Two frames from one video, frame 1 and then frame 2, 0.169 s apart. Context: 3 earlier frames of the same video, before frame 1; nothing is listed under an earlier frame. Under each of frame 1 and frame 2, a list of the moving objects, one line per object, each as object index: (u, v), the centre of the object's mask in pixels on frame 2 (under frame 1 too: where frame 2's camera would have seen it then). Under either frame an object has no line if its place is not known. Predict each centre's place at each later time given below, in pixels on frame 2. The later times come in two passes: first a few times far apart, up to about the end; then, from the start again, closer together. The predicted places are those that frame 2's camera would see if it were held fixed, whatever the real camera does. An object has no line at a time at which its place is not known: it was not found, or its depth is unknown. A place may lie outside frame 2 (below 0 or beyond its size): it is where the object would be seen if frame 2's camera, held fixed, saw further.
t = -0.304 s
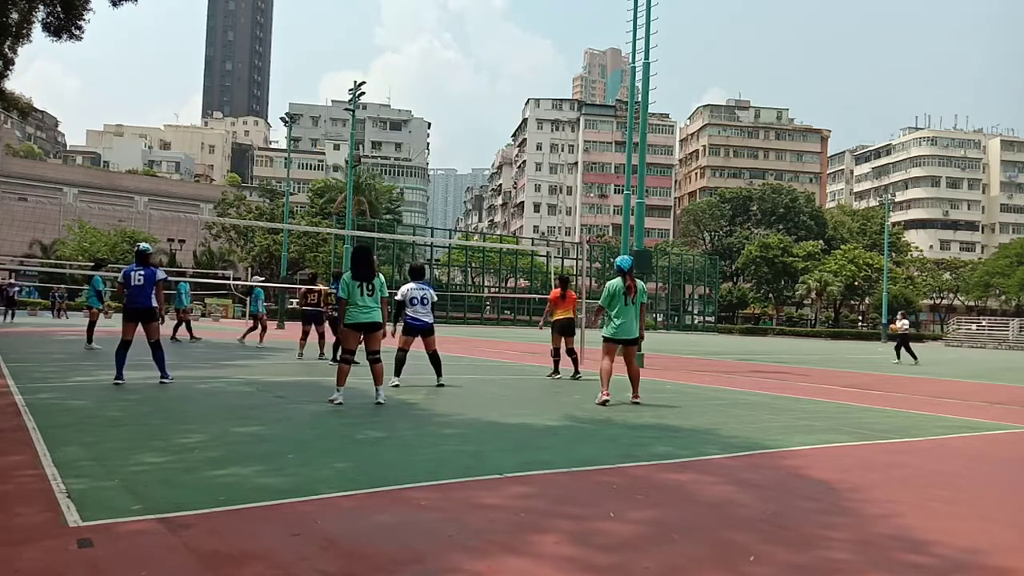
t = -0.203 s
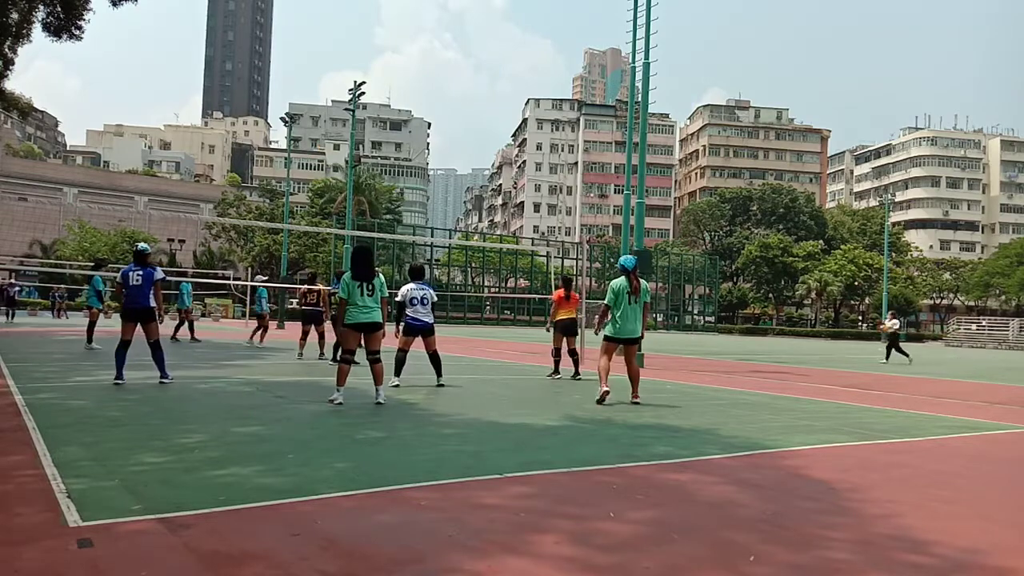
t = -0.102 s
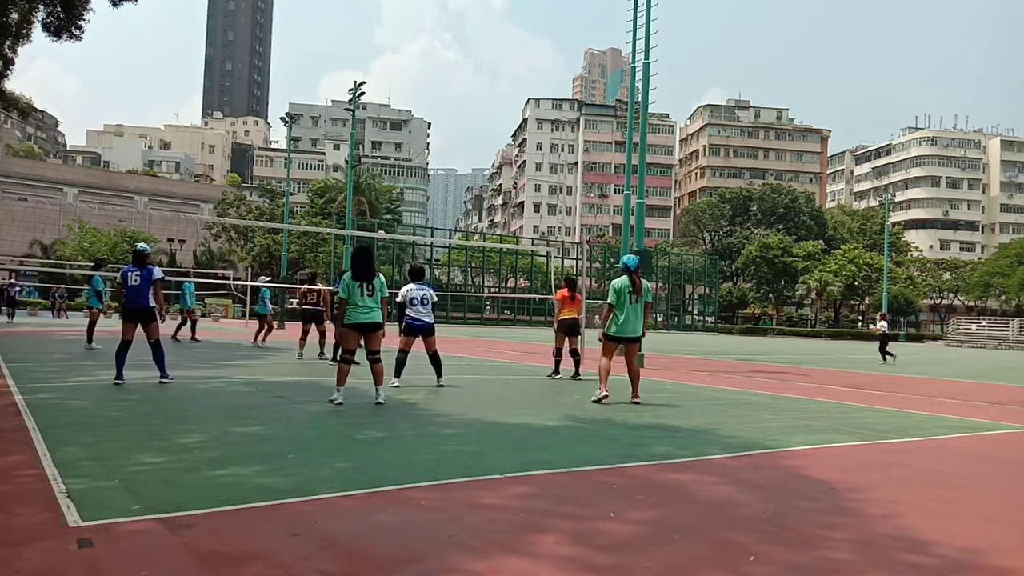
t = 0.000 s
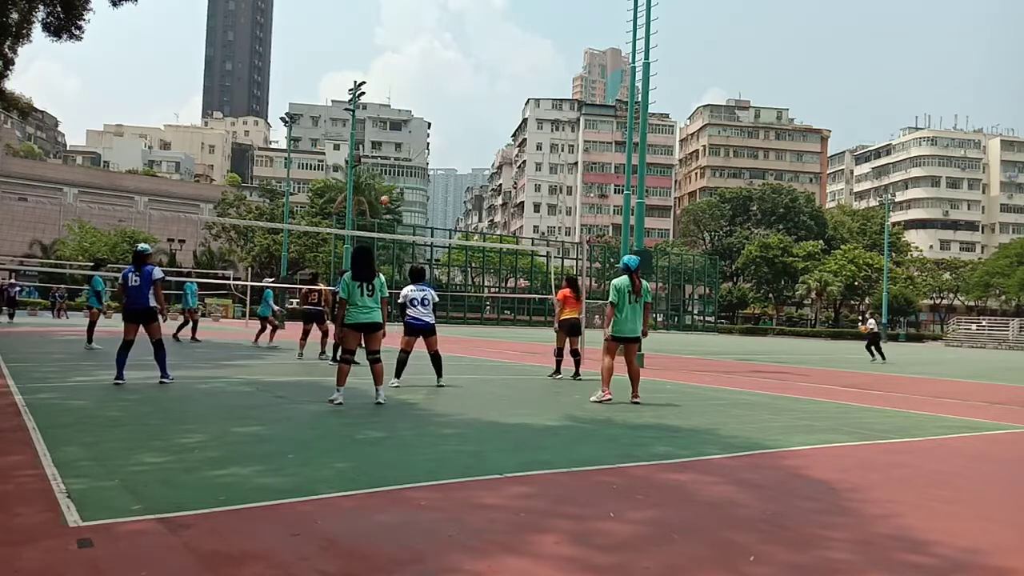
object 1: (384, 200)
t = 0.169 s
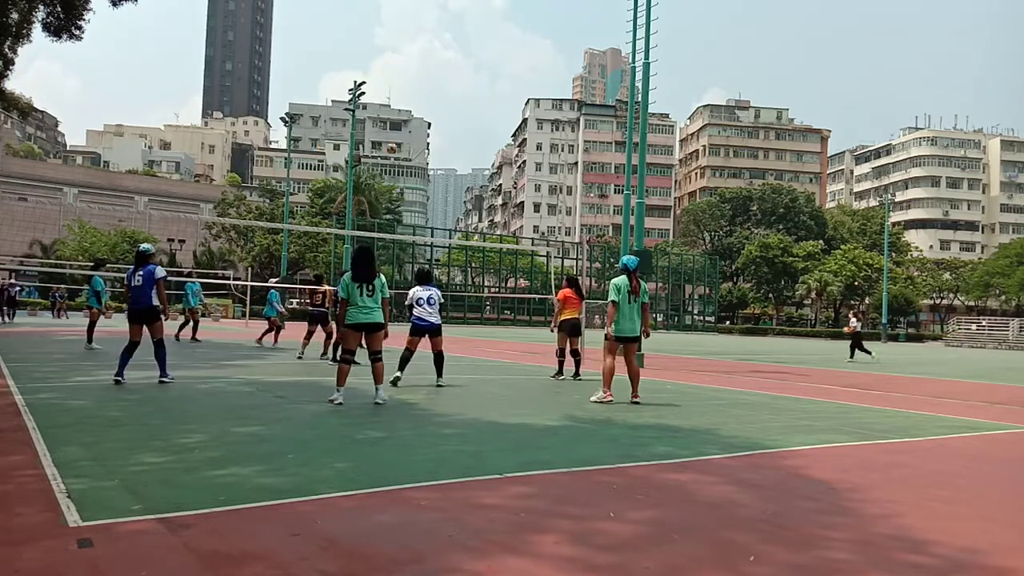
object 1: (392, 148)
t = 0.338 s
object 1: (399, 106)
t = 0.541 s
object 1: (408, 68)
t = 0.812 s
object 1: (423, 47)
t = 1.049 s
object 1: (438, 67)
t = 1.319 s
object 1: (459, 153)
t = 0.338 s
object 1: (399, 106)
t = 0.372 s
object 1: (400, 98)
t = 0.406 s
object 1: (402, 91)
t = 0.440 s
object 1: (403, 85)
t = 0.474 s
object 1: (406, 79)
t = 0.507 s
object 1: (407, 73)
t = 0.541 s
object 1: (408, 68)
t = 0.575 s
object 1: (410, 63)
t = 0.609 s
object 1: (412, 59)
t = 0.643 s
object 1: (413, 56)
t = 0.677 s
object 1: (415, 53)
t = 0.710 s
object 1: (417, 50)
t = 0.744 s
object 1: (419, 49)
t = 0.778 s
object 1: (421, 47)
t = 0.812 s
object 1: (423, 47)
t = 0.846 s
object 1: (425, 48)
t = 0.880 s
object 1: (427, 49)
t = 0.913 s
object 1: (429, 51)
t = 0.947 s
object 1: (431, 54)
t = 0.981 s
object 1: (433, 57)
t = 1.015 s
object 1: (436, 62)
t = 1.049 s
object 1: (438, 67)
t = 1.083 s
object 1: (440, 74)
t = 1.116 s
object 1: (443, 82)
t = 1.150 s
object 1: (445, 90)
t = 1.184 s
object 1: (448, 100)
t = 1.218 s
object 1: (451, 111)
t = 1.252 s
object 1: (453, 124)
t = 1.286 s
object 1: (456, 138)
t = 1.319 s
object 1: (459, 153)
